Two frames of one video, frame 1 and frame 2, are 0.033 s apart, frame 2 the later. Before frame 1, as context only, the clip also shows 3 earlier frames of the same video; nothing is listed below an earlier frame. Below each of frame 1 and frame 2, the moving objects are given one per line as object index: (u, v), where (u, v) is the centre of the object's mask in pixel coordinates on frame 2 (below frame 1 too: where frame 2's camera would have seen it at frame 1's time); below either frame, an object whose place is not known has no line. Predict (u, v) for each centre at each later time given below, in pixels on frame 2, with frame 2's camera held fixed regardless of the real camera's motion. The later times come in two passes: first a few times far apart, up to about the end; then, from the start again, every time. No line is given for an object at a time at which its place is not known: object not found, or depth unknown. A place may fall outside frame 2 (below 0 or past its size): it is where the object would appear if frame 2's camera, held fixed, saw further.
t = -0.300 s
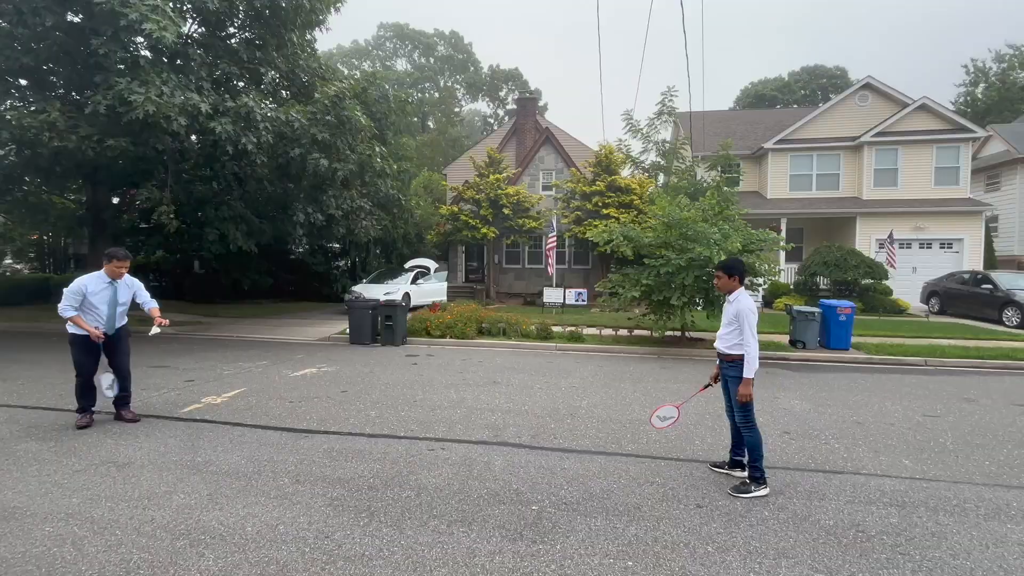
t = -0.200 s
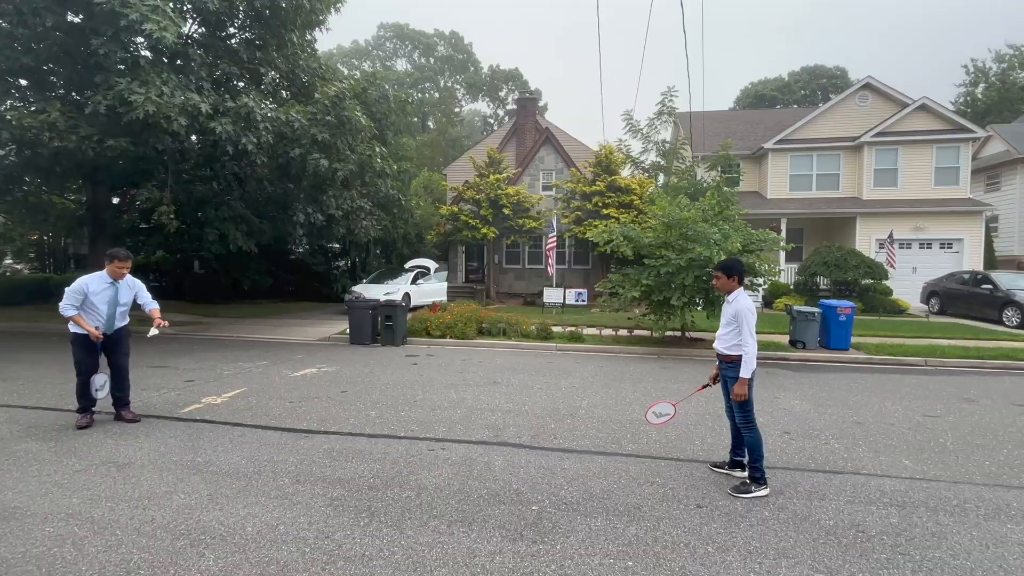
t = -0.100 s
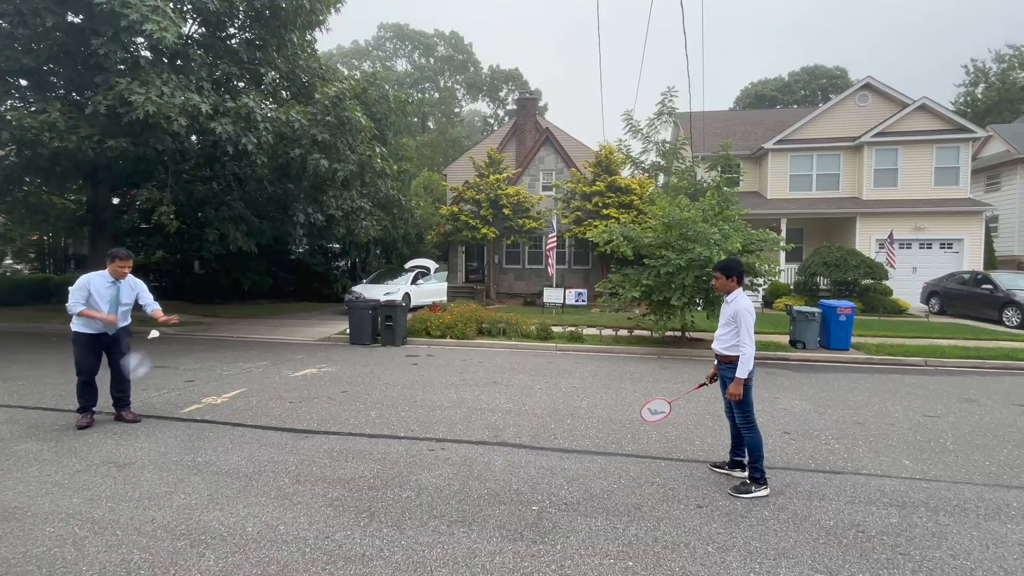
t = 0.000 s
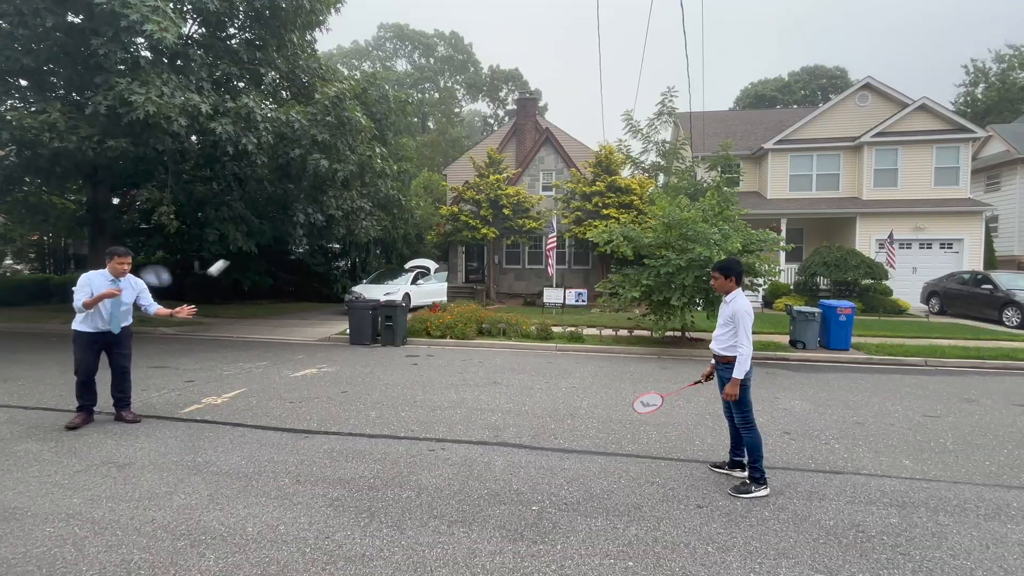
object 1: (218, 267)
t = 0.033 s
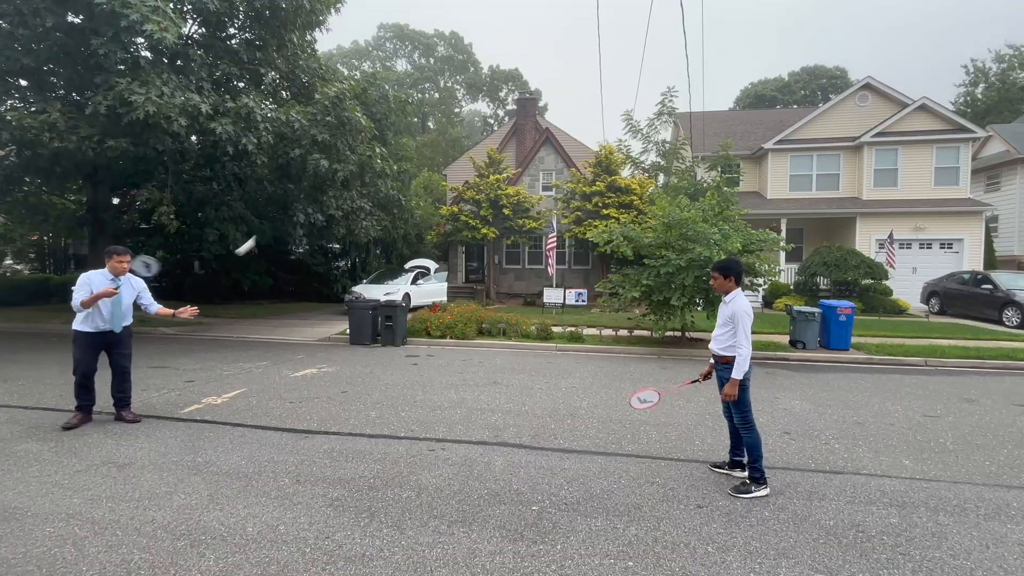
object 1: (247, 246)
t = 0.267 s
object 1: (394, 129)
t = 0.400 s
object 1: (457, 104)
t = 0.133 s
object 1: (316, 182)
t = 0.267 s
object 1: (394, 129)
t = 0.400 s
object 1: (457, 104)
